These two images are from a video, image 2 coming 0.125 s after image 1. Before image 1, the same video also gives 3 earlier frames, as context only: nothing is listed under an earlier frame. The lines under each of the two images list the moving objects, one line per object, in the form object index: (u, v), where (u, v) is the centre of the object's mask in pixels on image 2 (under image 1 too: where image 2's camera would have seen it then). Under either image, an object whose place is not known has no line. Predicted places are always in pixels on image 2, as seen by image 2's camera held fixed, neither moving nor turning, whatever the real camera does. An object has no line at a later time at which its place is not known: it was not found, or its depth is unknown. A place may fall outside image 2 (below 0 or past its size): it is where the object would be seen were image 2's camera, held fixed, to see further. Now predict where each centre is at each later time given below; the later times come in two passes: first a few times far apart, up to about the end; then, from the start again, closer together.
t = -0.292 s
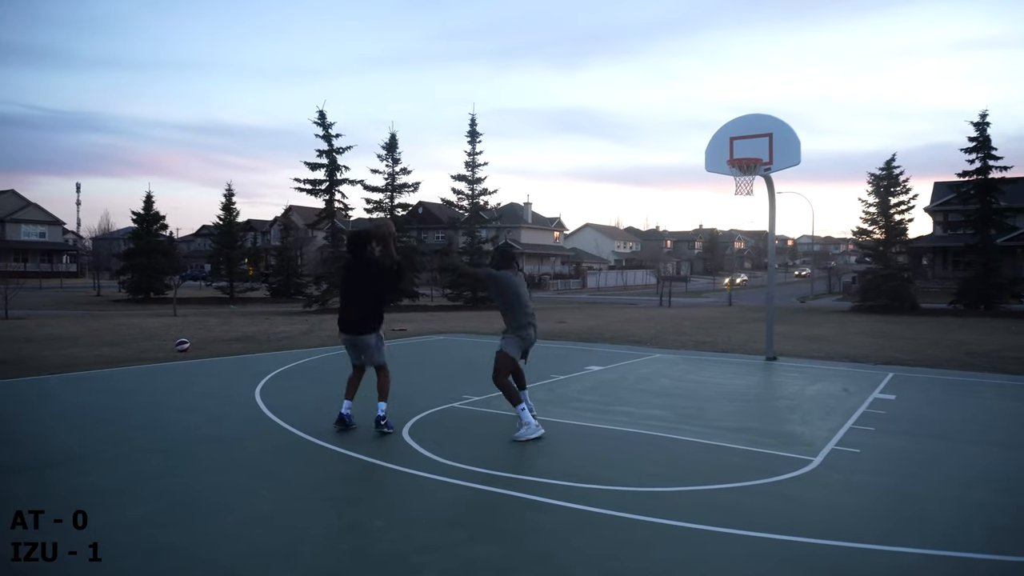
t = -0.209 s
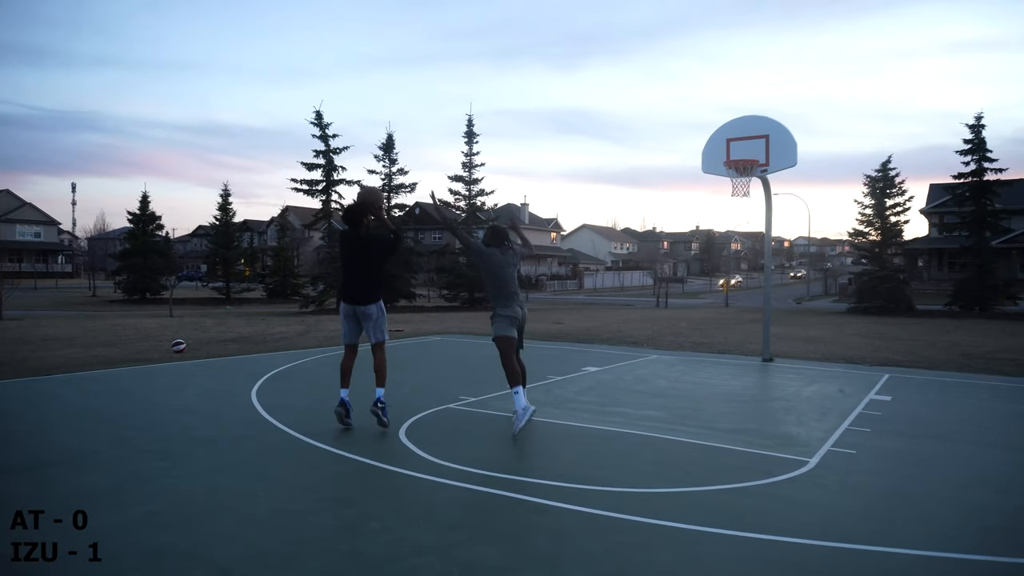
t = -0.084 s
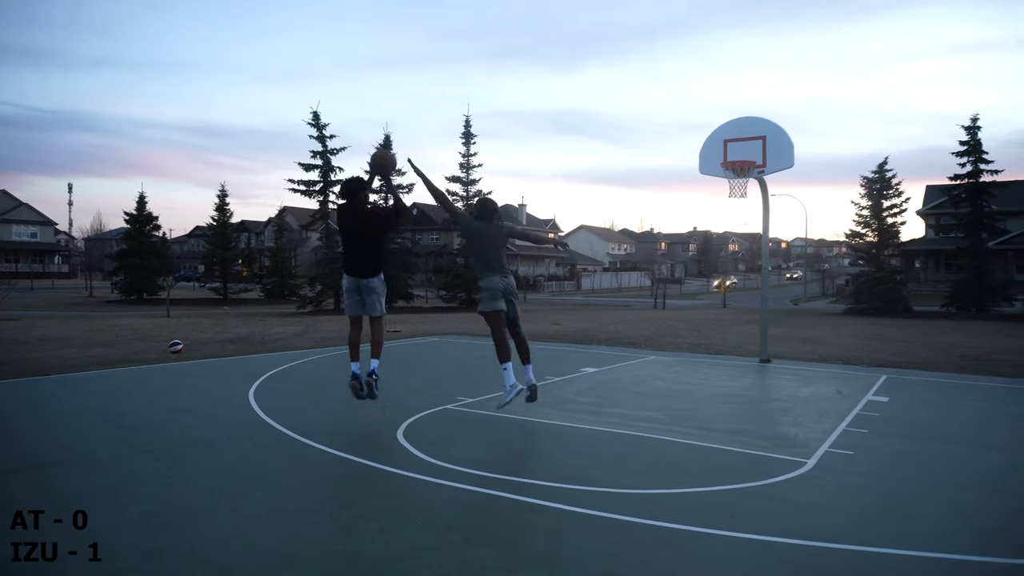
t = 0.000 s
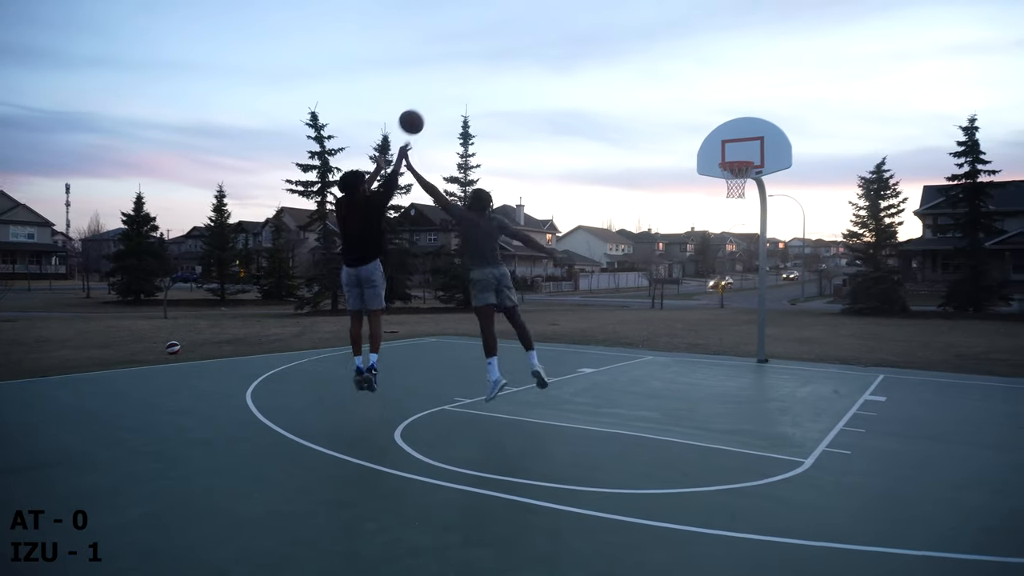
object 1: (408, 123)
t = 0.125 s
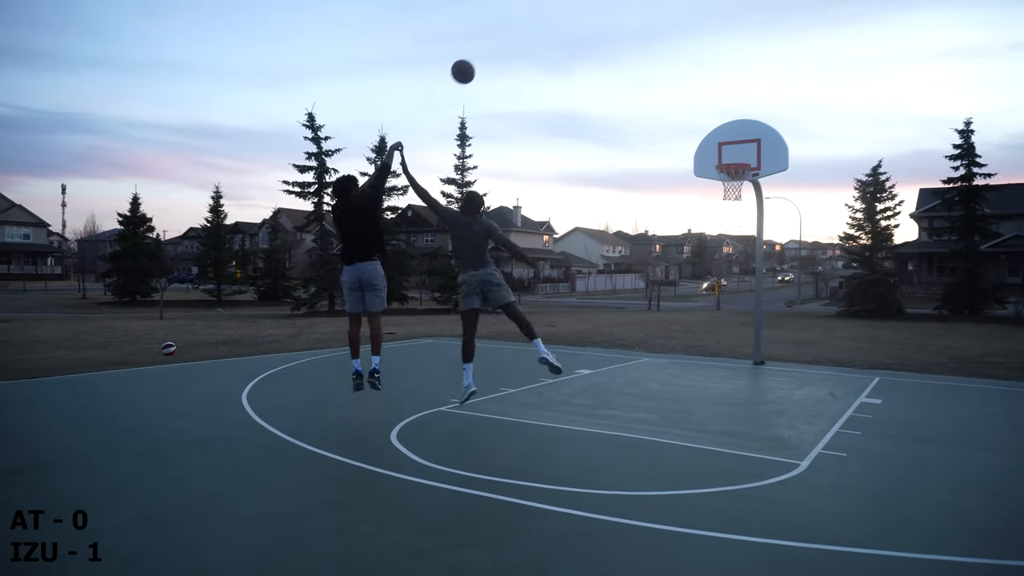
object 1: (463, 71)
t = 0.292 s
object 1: (526, 33)
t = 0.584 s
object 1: (618, 29)
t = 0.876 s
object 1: (691, 92)
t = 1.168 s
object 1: (741, 182)
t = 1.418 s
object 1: (735, 190)
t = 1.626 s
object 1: (729, 232)
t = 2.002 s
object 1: (717, 362)
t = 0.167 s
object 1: (479, 59)
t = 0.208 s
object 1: (495, 48)
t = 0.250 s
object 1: (511, 40)
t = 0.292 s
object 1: (526, 33)
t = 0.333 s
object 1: (541, 28)
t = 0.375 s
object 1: (555, 25)
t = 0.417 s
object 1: (569, 23)
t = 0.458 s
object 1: (582, 23)
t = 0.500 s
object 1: (595, 24)
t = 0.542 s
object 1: (607, 26)
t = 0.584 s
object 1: (618, 29)
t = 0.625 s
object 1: (630, 35)
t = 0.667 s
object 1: (641, 41)
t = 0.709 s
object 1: (651, 49)
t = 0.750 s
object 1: (662, 58)
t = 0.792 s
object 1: (672, 69)
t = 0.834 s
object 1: (682, 79)
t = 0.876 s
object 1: (691, 92)
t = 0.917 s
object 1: (700, 105)
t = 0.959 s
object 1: (709, 118)
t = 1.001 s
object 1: (717, 134)
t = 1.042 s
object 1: (727, 149)
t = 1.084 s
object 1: (734, 160)
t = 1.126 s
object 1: (741, 181)
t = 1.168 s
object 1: (741, 182)
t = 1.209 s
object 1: (740, 181)
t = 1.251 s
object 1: (740, 182)
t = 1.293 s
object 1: (738, 182)
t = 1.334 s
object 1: (737, 183)
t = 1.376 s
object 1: (736, 185)
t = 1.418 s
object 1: (735, 190)
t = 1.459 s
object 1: (734, 196)
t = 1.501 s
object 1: (733, 203)
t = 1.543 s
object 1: (731, 212)
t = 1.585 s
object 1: (730, 222)
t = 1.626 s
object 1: (729, 232)
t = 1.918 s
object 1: (719, 341)
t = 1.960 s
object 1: (718, 361)
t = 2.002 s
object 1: (717, 362)
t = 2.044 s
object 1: (715, 349)
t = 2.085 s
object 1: (715, 335)
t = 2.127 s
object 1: (713, 323)
